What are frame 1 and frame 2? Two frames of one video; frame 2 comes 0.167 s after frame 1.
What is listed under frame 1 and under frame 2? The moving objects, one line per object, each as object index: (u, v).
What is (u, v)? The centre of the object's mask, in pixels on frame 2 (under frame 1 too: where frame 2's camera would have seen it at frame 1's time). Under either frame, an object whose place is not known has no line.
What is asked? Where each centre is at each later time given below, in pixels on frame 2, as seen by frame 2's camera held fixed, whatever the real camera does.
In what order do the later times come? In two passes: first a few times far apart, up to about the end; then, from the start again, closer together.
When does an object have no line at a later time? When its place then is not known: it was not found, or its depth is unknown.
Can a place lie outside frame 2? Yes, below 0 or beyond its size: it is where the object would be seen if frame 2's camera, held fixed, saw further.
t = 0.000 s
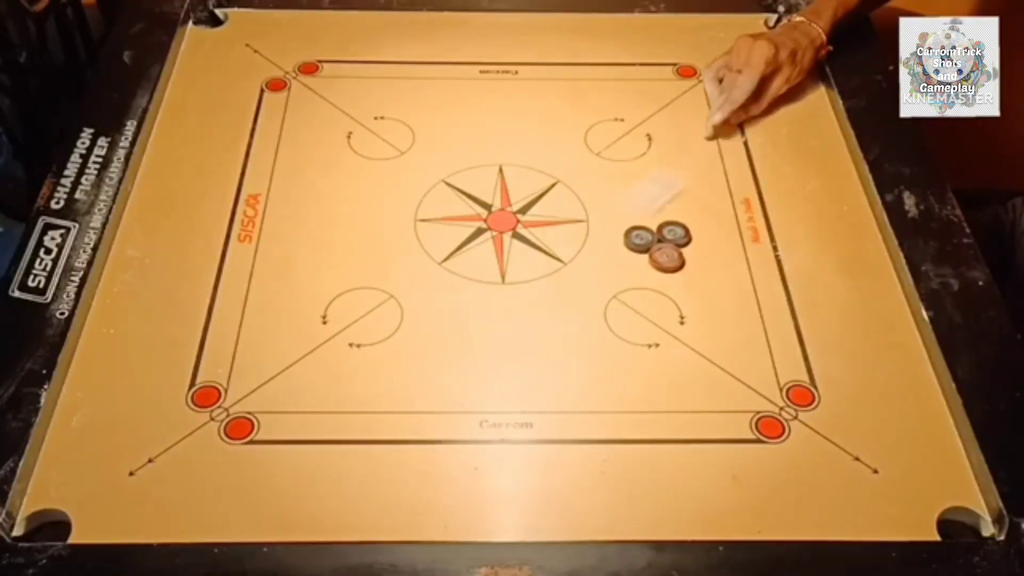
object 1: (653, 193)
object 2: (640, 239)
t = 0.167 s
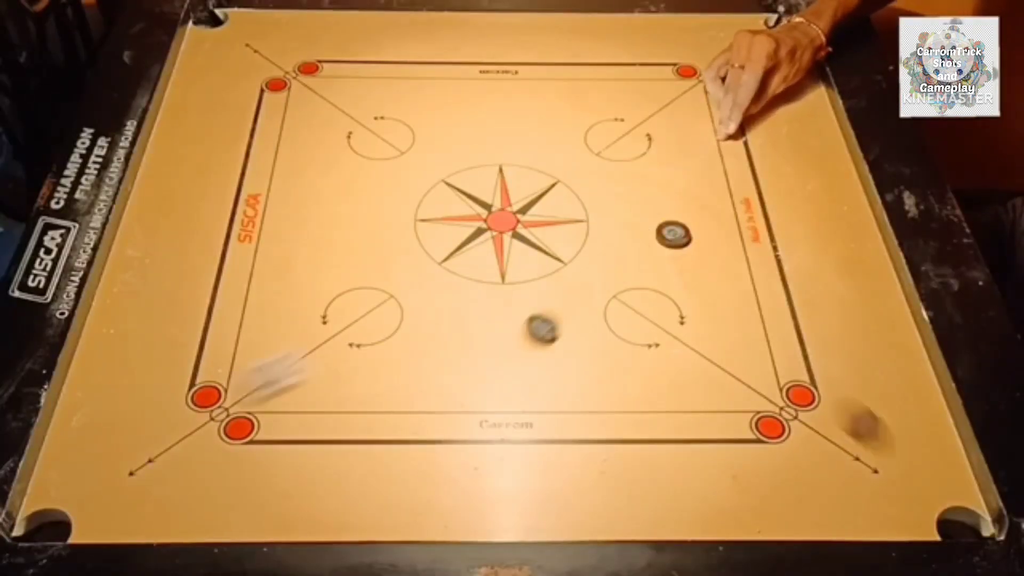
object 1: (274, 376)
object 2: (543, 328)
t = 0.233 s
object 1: (87, 460)
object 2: (500, 363)
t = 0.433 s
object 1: (379, 461)
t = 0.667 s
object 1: (490, 438)
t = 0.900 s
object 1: (545, 421)
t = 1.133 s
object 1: (557, 411)
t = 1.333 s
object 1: (559, 411)
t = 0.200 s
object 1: (177, 420)
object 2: (522, 345)
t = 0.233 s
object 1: (87, 460)
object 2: (500, 363)
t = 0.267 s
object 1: (104, 494)
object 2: (479, 378)
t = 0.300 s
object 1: (166, 519)
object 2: (459, 394)
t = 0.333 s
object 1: (234, 513)
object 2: (440, 408)
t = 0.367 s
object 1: (293, 491)
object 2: (422, 421)
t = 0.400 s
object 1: (351, 468)
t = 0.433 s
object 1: (379, 461)
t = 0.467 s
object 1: (398, 458)
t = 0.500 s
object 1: (416, 455)
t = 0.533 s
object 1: (434, 451)
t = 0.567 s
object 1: (450, 448)
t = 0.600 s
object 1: (464, 445)
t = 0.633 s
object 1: (478, 442)
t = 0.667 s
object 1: (490, 438)
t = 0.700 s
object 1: (501, 435)
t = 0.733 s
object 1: (511, 432)
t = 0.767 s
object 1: (520, 430)
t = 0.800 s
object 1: (527, 428)
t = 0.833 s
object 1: (535, 426)
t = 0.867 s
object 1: (540, 423)
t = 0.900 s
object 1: (545, 421)
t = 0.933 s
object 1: (548, 419)
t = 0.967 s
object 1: (551, 418)
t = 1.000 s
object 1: (554, 415)
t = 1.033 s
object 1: (555, 415)
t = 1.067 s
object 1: (556, 413)
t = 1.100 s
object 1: (556, 412)
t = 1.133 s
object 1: (557, 411)
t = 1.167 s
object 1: (557, 411)
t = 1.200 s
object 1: (558, 411)
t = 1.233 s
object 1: (559, 410)
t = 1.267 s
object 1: (559, 410)
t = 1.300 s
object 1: (559, 411)
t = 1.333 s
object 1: (559, 411)
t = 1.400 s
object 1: (559, 411)
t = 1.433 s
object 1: (559, 411)
